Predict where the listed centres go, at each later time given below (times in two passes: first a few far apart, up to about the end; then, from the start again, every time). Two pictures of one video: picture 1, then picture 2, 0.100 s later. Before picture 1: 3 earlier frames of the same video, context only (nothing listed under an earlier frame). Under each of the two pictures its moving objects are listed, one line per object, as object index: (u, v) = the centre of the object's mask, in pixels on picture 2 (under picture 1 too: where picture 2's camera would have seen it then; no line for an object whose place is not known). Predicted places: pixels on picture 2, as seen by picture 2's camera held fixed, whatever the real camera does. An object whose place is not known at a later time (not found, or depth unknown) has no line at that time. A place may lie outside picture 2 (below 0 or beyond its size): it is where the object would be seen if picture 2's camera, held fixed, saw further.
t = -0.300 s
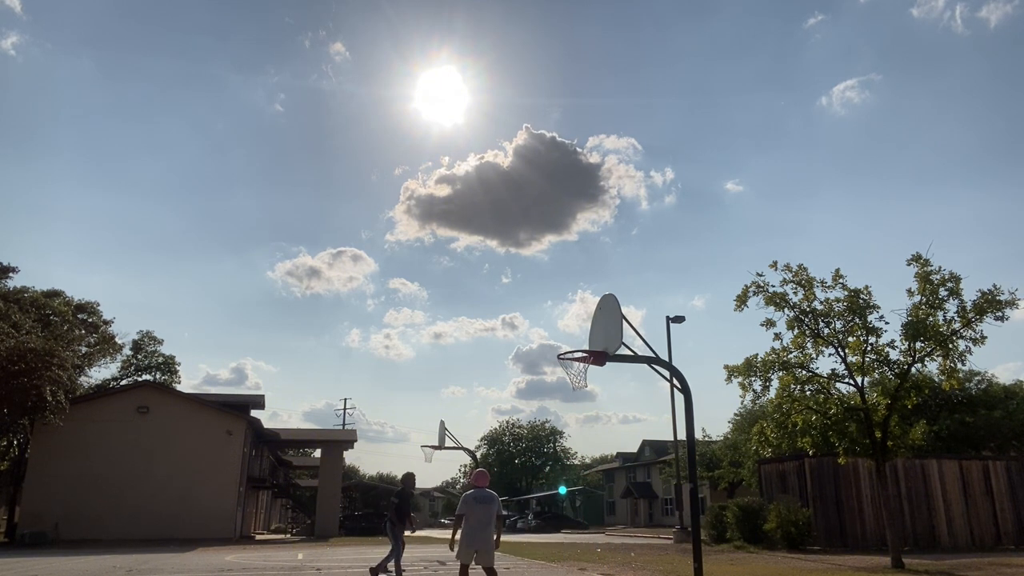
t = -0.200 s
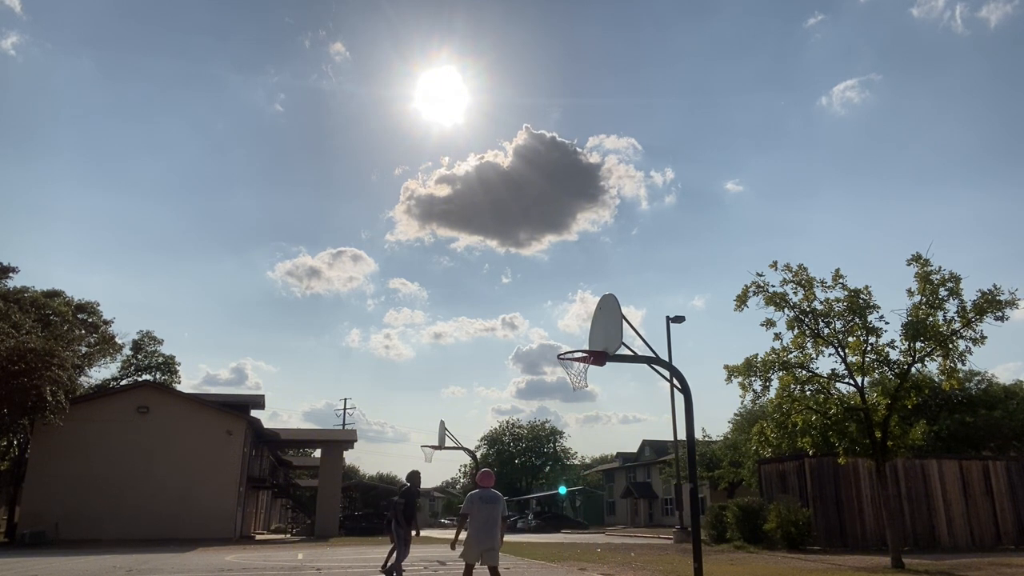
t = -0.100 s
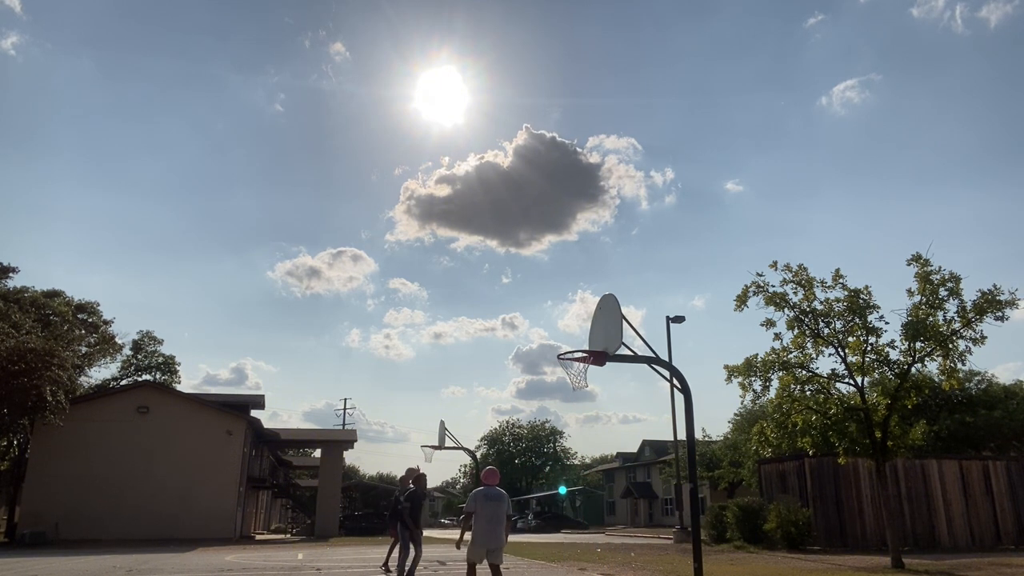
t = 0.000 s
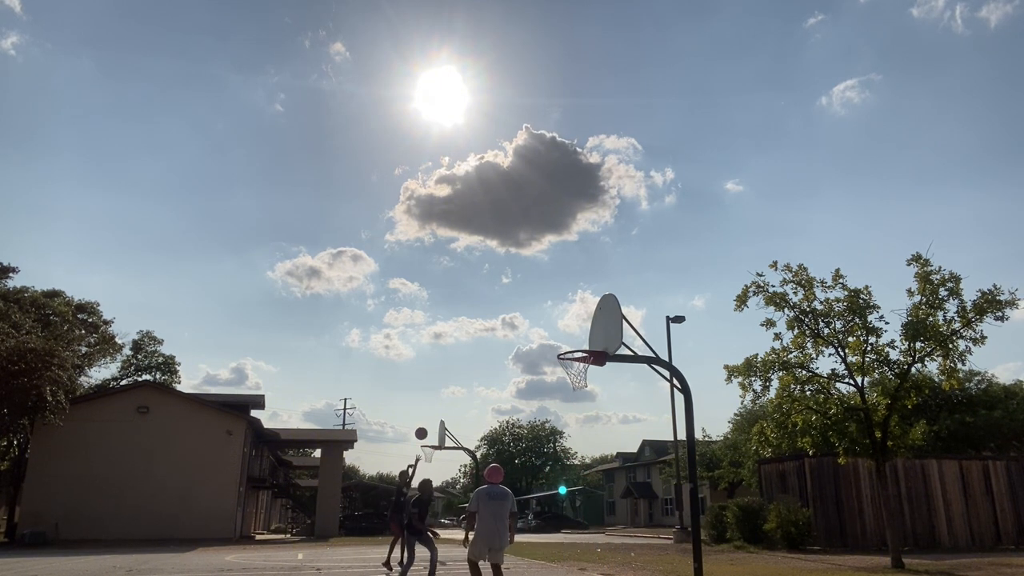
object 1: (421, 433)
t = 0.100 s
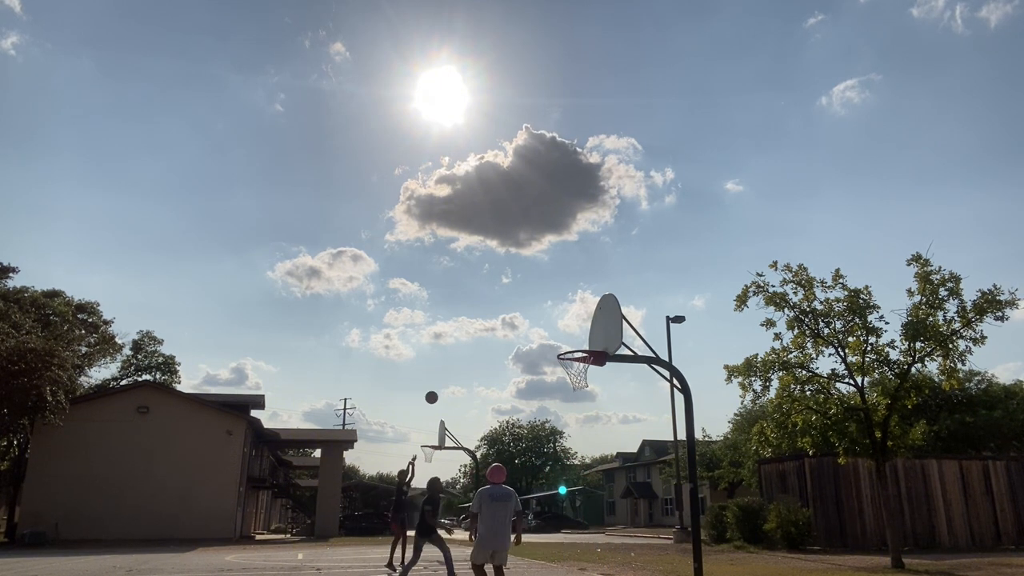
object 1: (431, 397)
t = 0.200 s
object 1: (442, 365)
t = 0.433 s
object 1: (467, 309)
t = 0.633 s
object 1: (491, 282)
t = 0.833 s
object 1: (517, 275)
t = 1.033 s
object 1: (546, 293)
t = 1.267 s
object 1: (581, 347)
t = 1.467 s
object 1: (578, 318)
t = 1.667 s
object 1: (583, 305)
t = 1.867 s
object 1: (563, 325)
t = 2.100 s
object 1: (540, 385)
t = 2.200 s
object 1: (530, 424)
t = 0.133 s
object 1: (435, 386)
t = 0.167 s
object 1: (438, 375)
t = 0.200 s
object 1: (442, 365)
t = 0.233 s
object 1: (445, 356)
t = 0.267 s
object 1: (449, 347)
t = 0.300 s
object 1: (453, 338)
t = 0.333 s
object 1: (456, 330)
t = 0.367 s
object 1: (460, 323)
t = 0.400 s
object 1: (464, 316)
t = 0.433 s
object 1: (467, 309)
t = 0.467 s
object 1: (471, 304)
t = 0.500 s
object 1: (475, 298)
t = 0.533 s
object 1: (479, 293)
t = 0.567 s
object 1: (483, 289)
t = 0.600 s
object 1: (487, 285)
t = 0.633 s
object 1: (491, 282)
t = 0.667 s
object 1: (495, 279)
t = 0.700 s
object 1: (499, 277)
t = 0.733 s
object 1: (503, 275)
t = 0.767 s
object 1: (508, 275)
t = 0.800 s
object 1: (512, 275)
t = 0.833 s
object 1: (517, 275)
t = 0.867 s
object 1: (521, 276)
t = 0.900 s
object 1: (526, 278)
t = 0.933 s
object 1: (531, 281)
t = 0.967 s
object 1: (536, 284)
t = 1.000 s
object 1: (541, 288)
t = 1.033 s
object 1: (546, 293)
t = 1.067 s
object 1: (552, 299)
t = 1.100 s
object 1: (557, 305)
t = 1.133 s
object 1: (563, 313)
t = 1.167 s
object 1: (569, 321)
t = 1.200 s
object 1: (575, 331)
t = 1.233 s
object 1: (581, 341)
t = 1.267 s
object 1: (581, 347)
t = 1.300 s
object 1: (568, 350)
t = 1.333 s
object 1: (565, 347)
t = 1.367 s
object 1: (568, 338)
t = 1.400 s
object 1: (571, 331)
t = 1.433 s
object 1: (574, 324)
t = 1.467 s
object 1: (578, 318)
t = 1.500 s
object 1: (581, 313)
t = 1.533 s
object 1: (584, 309)
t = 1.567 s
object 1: (587, 306)
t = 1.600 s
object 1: (590, 304)
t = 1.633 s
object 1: (586, 304)
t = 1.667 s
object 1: (583, 305)
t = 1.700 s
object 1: (580, 306)
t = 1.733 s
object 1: (576, 308)
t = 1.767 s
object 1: (573, 312)
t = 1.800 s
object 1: (569, 316)
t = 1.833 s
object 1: (566, 320)
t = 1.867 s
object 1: (563, 325)
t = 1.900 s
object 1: (560, 331)
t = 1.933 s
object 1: (556, 338)
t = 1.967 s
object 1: (553, 346)
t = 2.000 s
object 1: (549, 355)
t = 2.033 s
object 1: (546, 364)
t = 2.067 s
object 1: (543, 374)
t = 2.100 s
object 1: (540, 385)
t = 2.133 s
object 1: (536, 397)
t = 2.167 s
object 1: (533, 410)
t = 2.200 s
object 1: (530, 424)
